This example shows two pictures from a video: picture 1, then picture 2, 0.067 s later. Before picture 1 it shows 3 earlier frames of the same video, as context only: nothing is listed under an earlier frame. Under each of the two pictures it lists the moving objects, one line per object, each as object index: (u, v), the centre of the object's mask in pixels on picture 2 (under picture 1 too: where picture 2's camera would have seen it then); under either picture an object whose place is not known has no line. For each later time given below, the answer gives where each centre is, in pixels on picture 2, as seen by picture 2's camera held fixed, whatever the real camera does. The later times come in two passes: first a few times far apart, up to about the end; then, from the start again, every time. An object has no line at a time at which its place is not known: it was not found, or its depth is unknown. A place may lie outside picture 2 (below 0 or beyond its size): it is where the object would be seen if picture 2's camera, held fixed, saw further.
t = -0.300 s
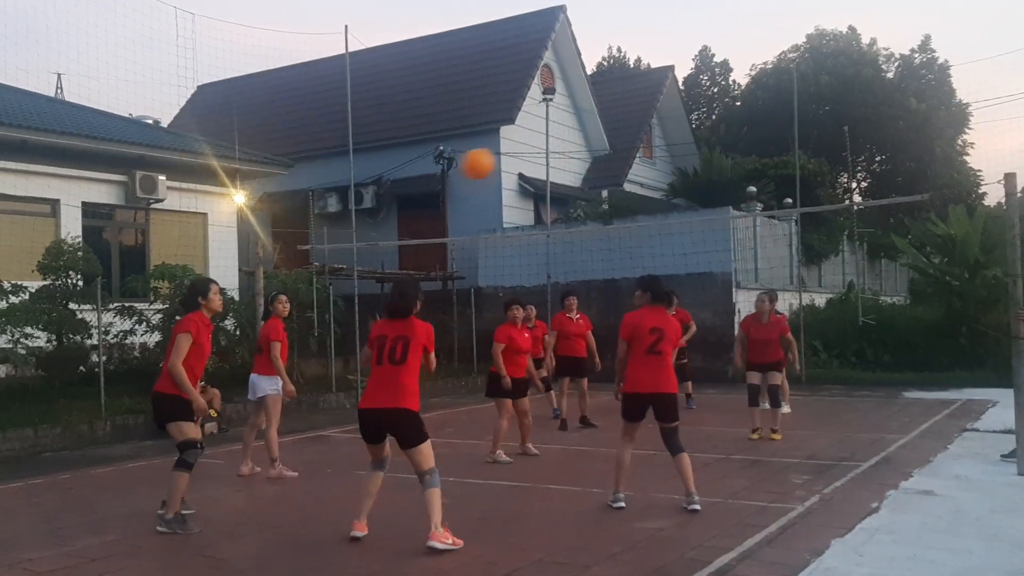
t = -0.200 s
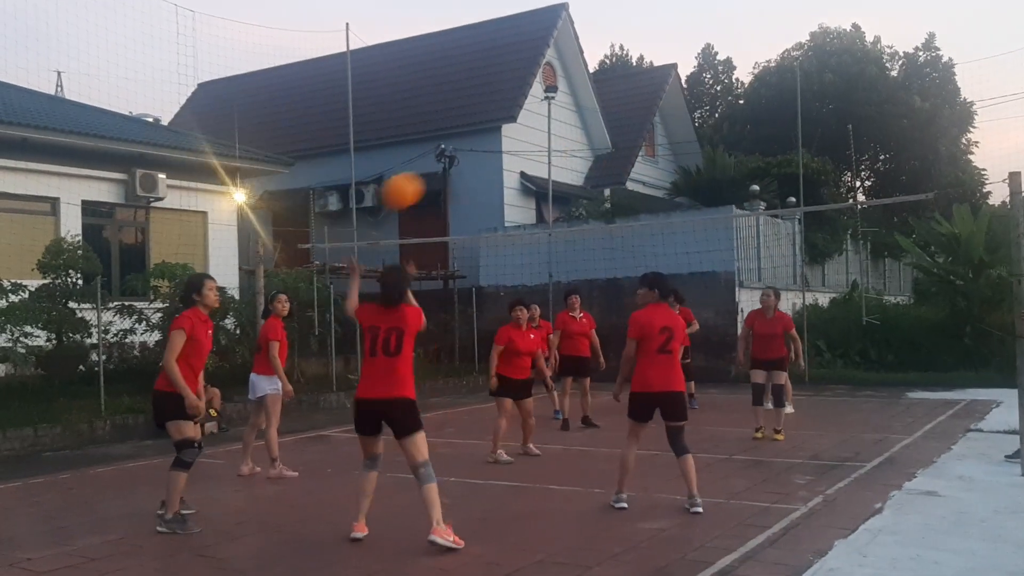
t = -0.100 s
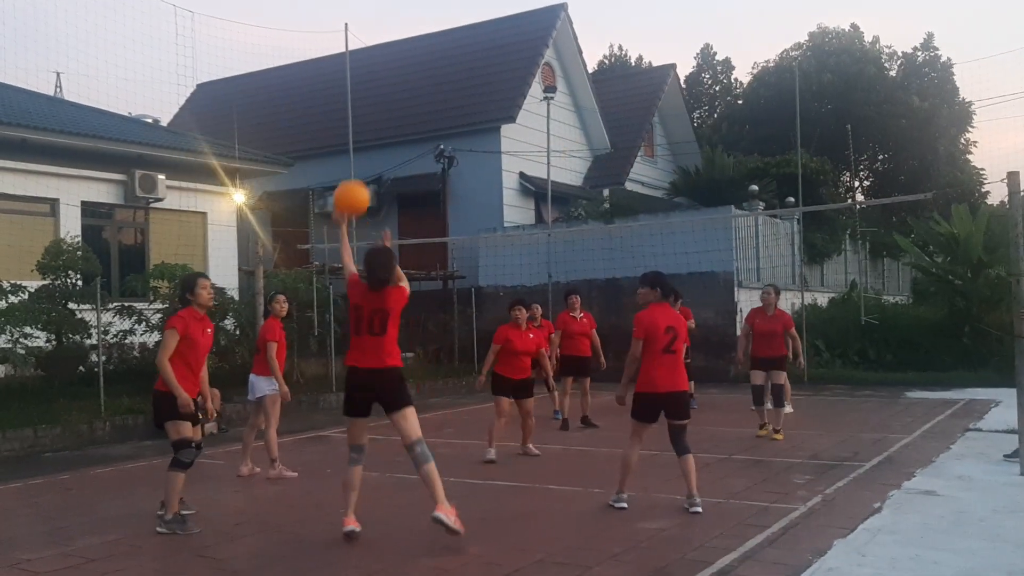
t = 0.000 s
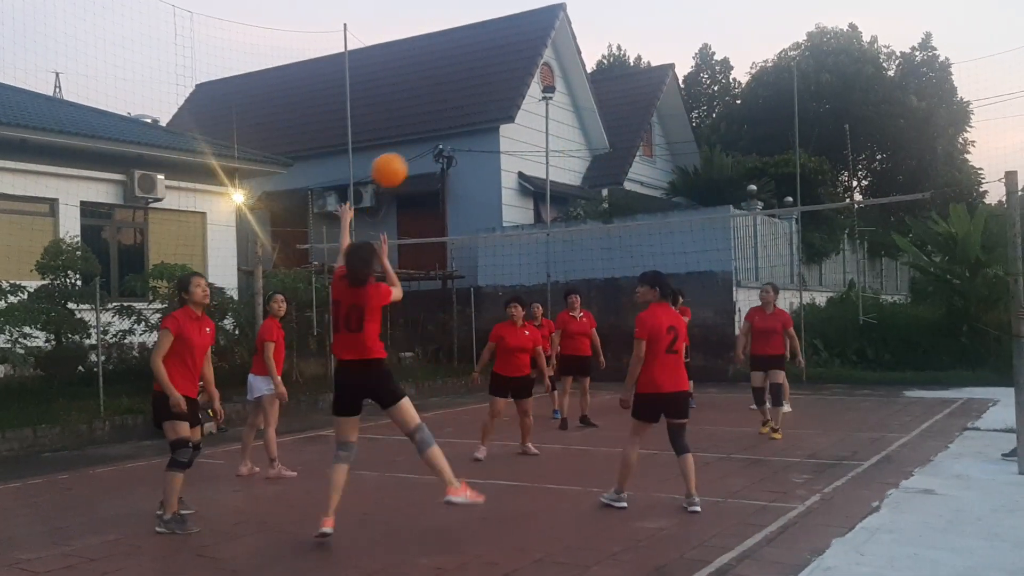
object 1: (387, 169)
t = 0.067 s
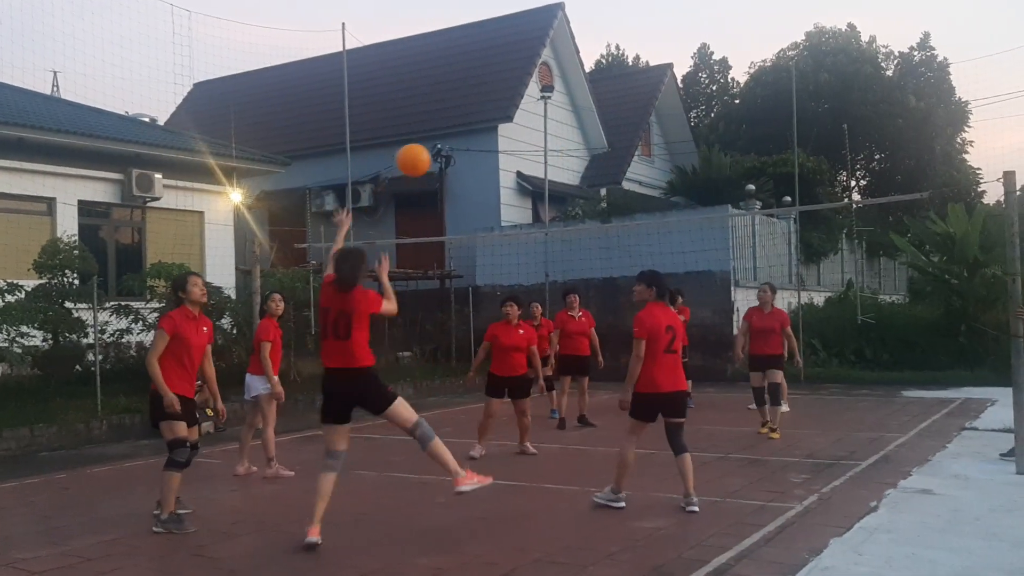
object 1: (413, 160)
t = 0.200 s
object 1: (462, 161)
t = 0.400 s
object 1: (526, 203)
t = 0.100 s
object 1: (426, 158)
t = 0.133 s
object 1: (438, 157)
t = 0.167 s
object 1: (450, 158)
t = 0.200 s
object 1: (462, 161)
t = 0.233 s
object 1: (473, 165)
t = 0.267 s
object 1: (484, 170)
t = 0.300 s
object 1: (494, 176)
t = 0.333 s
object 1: (505, 185)
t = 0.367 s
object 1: (516, 194)
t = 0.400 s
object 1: (526, 203)
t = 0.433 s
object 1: (536, 214)
